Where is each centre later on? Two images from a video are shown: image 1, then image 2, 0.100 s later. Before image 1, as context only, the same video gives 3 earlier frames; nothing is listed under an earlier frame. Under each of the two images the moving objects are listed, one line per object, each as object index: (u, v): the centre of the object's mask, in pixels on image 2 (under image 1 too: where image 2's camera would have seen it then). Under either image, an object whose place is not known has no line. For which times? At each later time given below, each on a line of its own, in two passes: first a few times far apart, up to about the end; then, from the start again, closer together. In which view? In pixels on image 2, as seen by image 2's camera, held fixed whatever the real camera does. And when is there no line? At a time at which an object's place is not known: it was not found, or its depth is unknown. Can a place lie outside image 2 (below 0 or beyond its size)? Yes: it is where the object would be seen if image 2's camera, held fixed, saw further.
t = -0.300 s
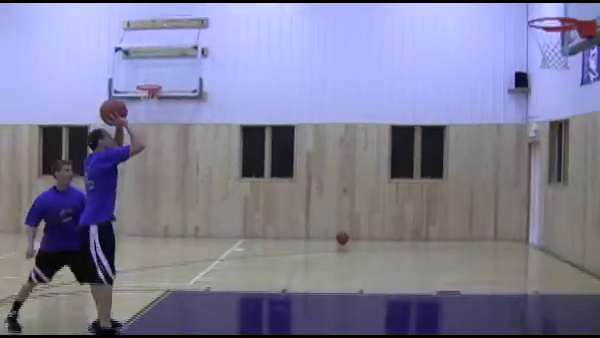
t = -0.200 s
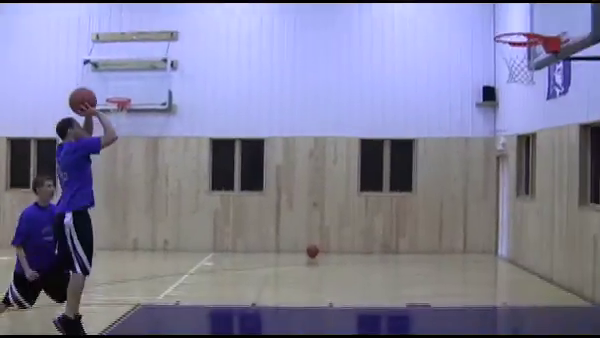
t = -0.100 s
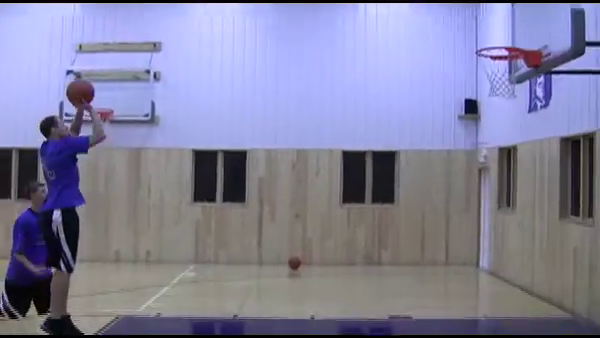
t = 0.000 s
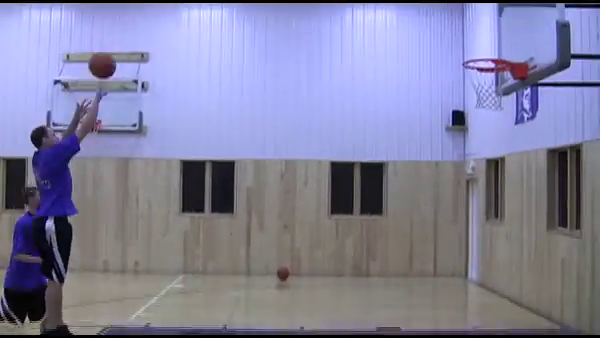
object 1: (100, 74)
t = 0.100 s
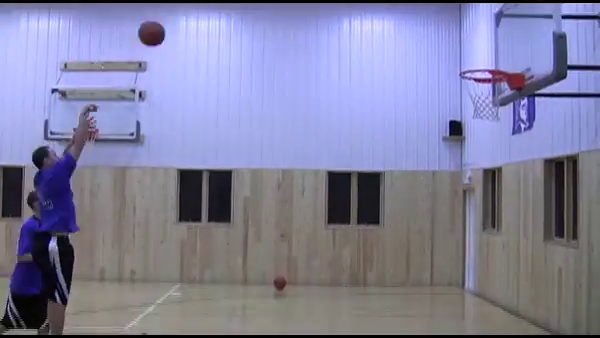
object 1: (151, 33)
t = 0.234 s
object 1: (217, 0)
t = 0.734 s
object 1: (432, 25)
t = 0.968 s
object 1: (481, 76)
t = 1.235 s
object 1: (499, 98)
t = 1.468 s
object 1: (484, 133)
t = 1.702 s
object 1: (467, 223)
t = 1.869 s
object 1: (455, 322)
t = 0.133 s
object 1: (168, 22)
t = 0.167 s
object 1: (184, 13)
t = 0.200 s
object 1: (200, 5)
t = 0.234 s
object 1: (217, 0)
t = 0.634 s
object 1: (392, 0)
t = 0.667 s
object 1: (406, 8)
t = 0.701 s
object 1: (419, 16)
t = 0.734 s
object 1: (432, 25)
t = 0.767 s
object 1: (446, 35)
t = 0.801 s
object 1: (459, 46)
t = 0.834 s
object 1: (471, 58)
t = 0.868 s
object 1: (483, 71)
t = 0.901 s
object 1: (489, 74)
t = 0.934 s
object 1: (492, 74)
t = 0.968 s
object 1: (481, 76)
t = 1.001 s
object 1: (472, 79)
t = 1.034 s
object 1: (477, 85)
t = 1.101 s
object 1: (488, 95)
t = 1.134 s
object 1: (493, 97)
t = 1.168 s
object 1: (497, 97)
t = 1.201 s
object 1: (499, 96)
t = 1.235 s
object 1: (499, 98)
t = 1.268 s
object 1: (497, 101)
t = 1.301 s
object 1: (495, 104)
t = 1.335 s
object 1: (493, 109)
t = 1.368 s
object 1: (491, 113)
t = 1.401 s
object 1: (489, 118)
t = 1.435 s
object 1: (487, 126)
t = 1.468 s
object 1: (484, 133)
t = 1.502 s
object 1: (482, 143)
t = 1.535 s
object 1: (479, 153)
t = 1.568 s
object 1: (477, 165)
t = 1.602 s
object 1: (475, 177)
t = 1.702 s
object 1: (467, 223)
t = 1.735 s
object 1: (465, 241)
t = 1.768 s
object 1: (463, 259)
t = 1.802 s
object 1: (460, 279)
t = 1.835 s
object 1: (457, 300)
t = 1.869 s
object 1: (455, 322)
